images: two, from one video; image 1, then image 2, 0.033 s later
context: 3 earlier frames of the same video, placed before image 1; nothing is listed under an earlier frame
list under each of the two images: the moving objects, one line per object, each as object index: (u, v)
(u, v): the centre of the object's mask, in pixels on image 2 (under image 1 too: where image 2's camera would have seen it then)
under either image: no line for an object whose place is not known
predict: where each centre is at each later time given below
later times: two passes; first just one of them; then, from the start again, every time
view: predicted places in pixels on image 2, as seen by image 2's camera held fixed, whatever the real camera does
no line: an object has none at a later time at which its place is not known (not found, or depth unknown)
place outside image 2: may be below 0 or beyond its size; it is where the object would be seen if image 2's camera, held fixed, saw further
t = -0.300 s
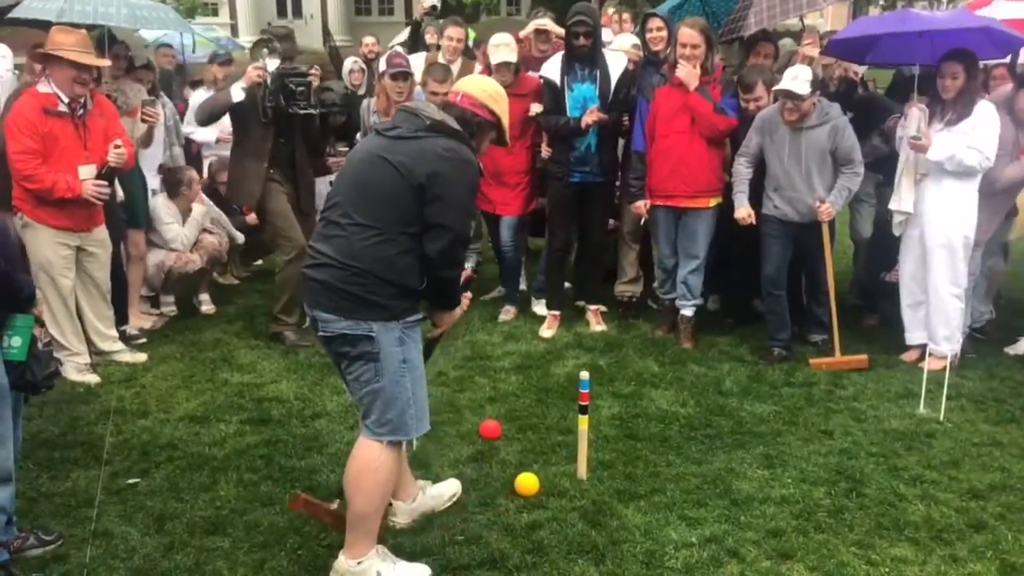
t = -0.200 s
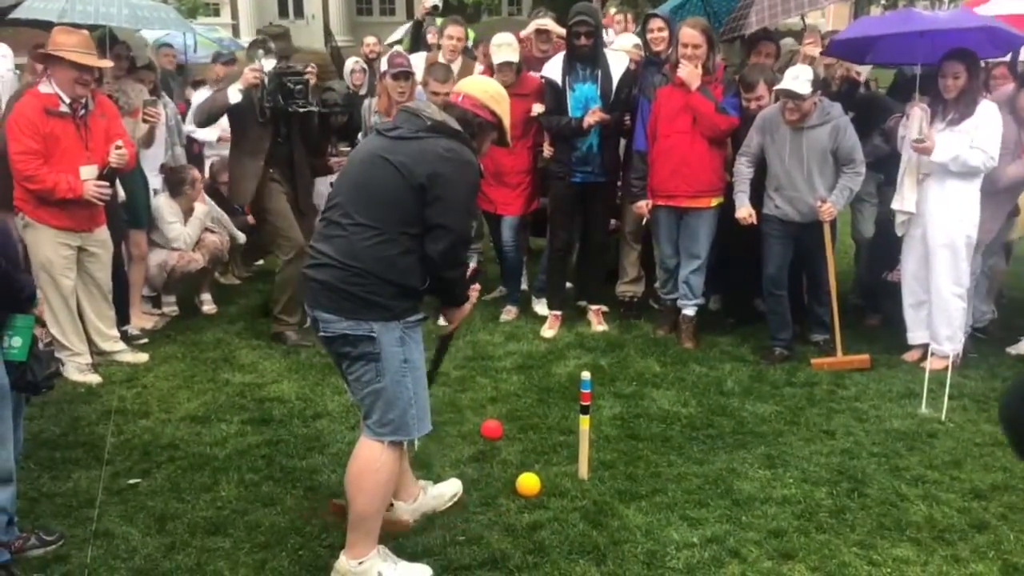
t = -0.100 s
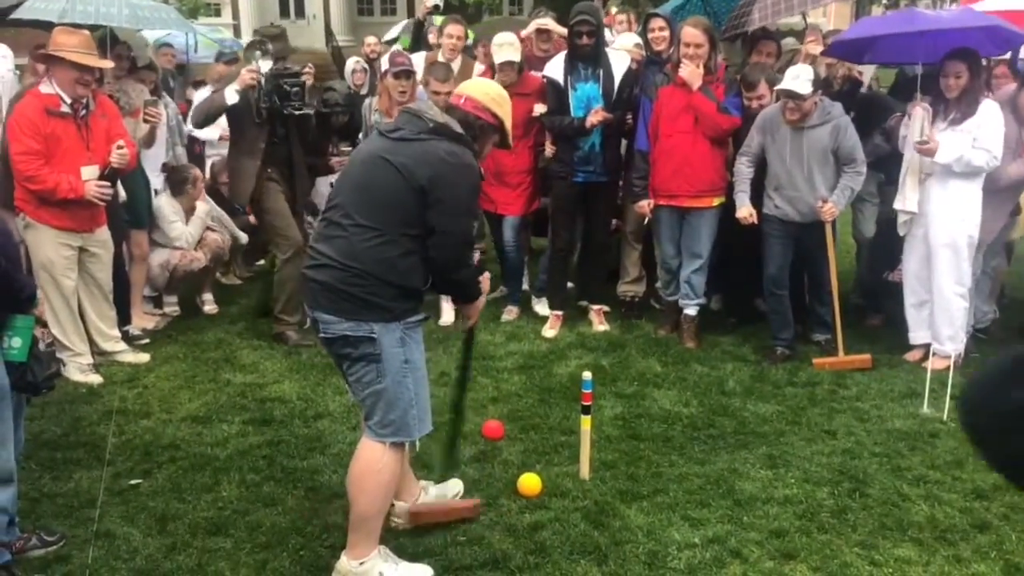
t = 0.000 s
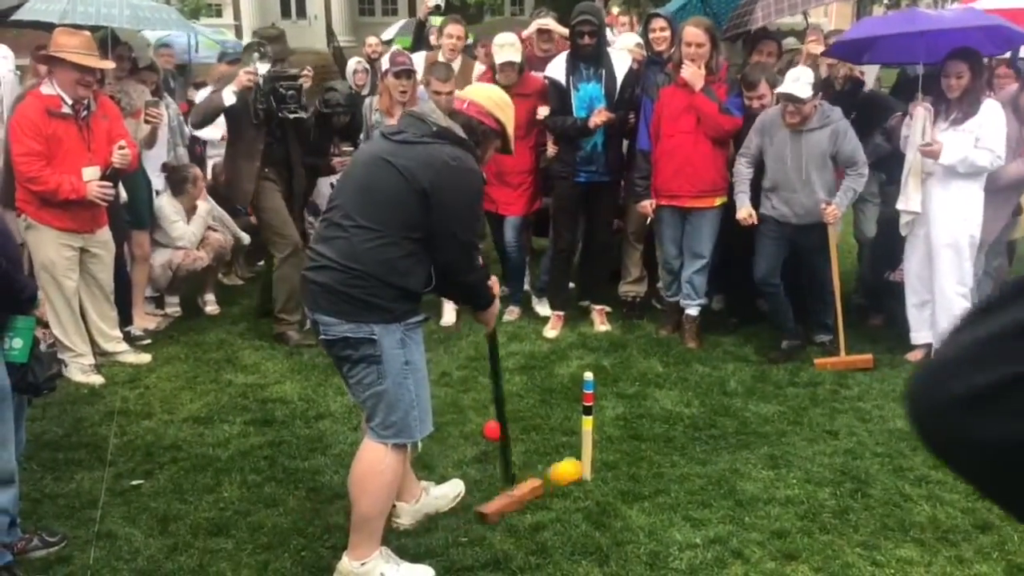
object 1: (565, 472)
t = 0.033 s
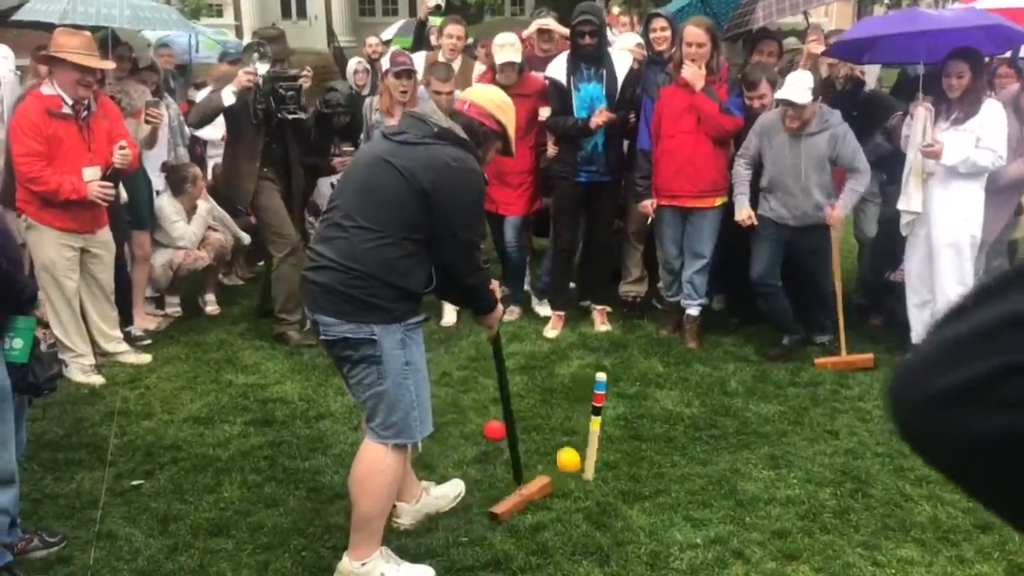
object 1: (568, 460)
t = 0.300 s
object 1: (545, 410)
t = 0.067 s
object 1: (565, 451)
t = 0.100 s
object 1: (562, 445)
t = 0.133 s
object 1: (559, 436)
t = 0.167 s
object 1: (555, 429)
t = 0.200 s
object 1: (552, 424)
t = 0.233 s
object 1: (549, 419)
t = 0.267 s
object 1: (547, 414)
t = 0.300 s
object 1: (545, 410)
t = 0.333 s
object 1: (543, 406)
